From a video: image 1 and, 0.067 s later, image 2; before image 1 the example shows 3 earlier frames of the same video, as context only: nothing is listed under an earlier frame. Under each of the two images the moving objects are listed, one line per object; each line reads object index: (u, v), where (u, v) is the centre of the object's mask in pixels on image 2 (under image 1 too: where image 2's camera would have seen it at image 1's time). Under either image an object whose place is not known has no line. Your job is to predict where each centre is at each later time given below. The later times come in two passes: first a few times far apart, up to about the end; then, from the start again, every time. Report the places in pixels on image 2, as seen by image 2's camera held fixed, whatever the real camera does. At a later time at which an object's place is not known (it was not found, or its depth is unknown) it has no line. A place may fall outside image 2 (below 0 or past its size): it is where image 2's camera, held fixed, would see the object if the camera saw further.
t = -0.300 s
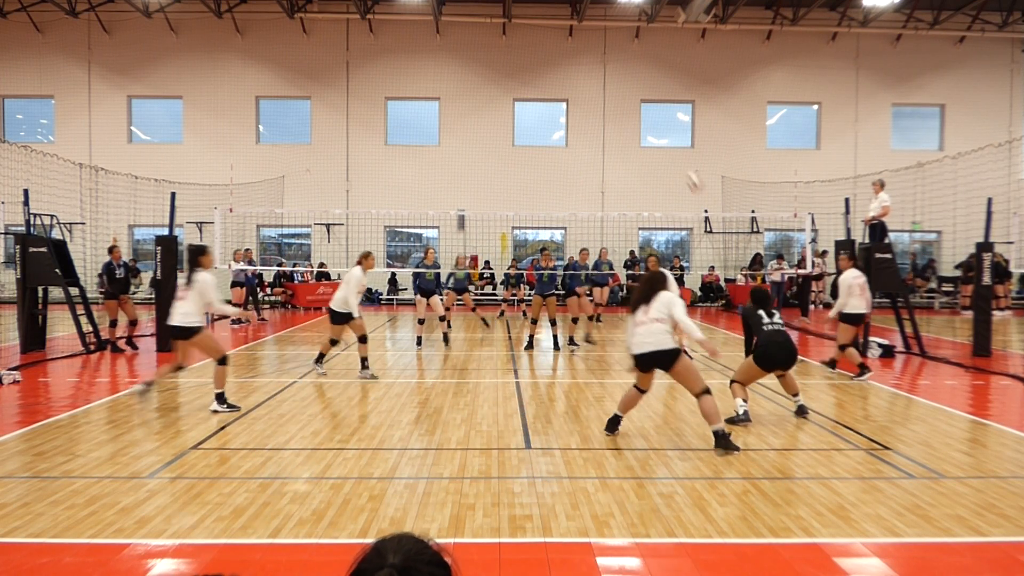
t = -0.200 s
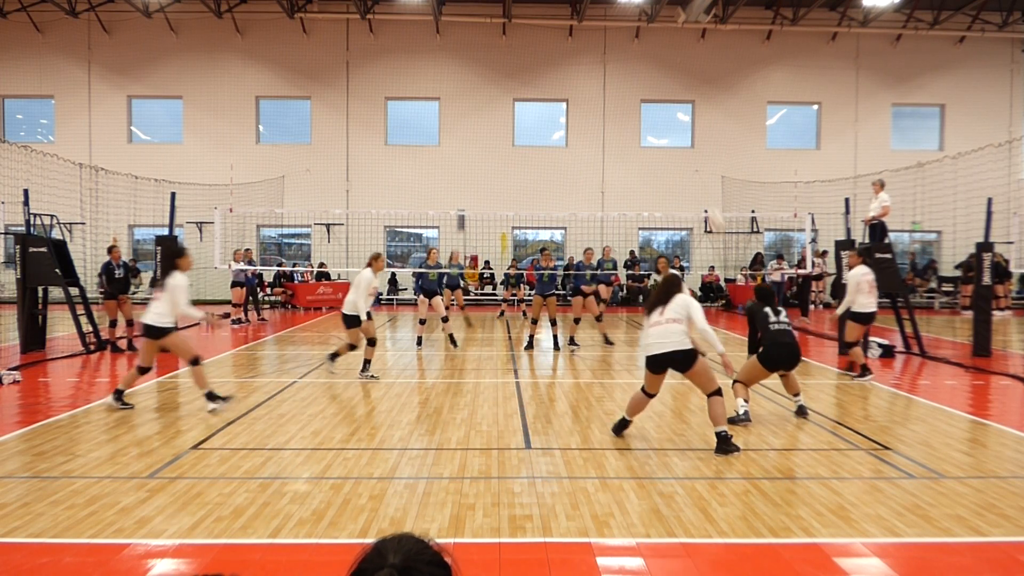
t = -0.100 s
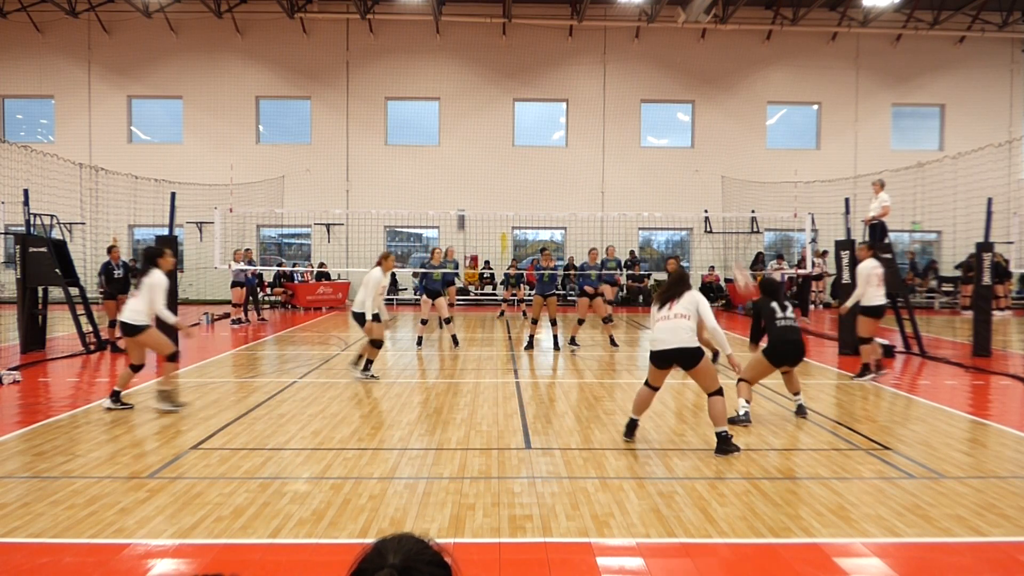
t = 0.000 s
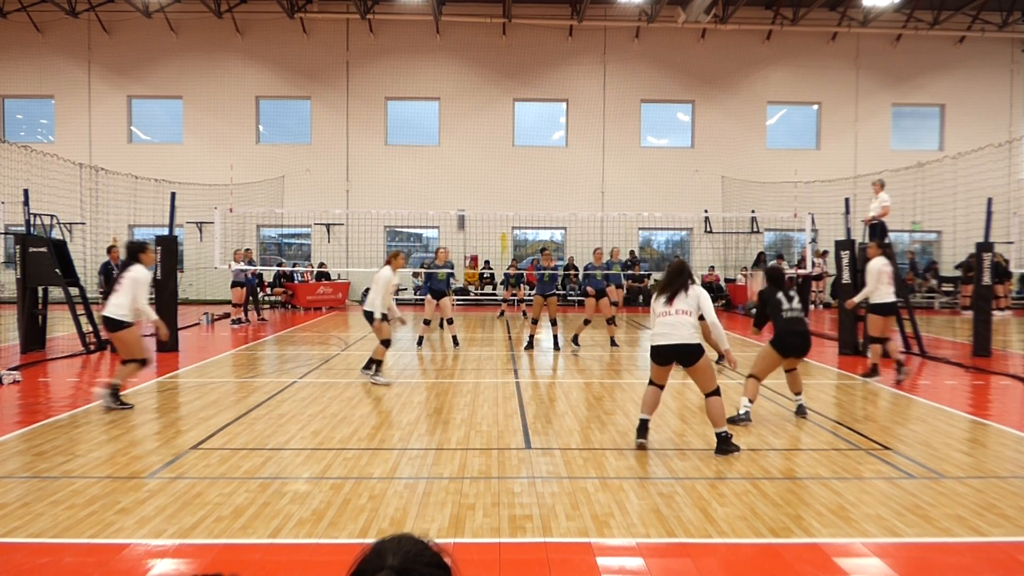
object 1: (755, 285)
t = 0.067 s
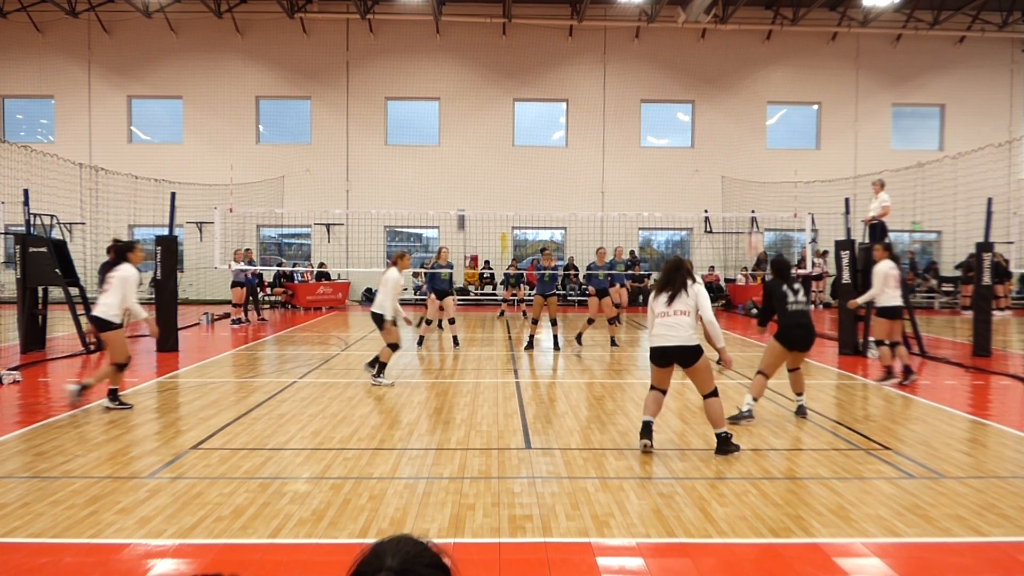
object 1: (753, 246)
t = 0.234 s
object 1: (744, 159)
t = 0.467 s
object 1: (734, 103)
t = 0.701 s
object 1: (725, 92)
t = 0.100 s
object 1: (752, 223)
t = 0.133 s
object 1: (750, 207)
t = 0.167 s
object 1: (749, 188)
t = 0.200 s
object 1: (747, 175)
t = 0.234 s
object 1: (744, 159)
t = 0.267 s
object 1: (743, 148)
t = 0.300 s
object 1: (741, 138)
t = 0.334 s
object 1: (740, 128)
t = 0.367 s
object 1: (738, 120)
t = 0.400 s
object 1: (737, 113)
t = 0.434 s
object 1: (735, 107)
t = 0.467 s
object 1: (734, 103)
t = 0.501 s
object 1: (733, 99)
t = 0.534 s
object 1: (731, 96)
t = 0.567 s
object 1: (730, 93)
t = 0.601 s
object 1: (729, 92)
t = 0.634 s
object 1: (728, 91)
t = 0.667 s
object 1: (726, 91)
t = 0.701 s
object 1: (725, 92)
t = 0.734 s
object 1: (724, 94)
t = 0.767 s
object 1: (723, 97)
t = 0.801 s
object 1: (723, 99)
